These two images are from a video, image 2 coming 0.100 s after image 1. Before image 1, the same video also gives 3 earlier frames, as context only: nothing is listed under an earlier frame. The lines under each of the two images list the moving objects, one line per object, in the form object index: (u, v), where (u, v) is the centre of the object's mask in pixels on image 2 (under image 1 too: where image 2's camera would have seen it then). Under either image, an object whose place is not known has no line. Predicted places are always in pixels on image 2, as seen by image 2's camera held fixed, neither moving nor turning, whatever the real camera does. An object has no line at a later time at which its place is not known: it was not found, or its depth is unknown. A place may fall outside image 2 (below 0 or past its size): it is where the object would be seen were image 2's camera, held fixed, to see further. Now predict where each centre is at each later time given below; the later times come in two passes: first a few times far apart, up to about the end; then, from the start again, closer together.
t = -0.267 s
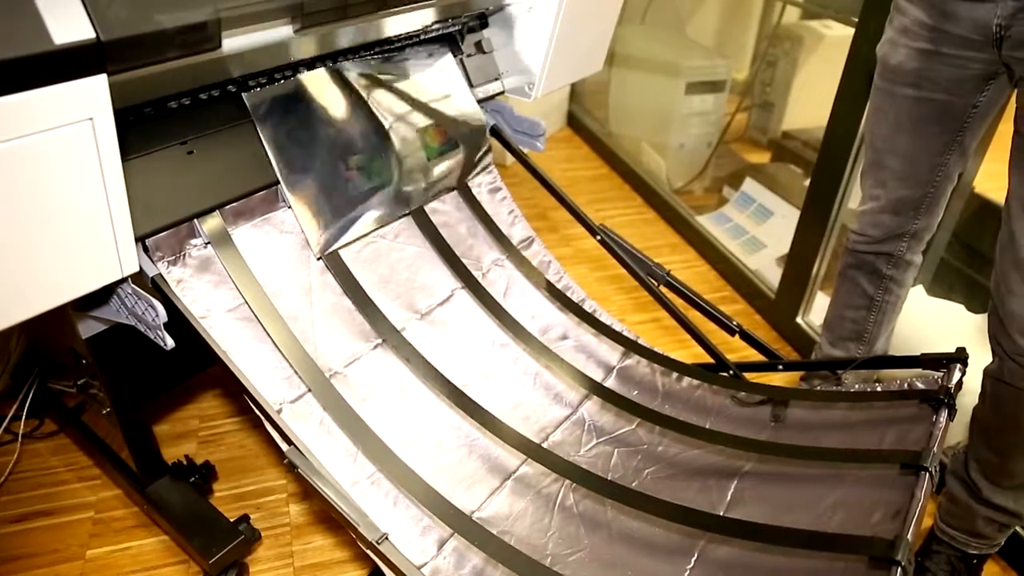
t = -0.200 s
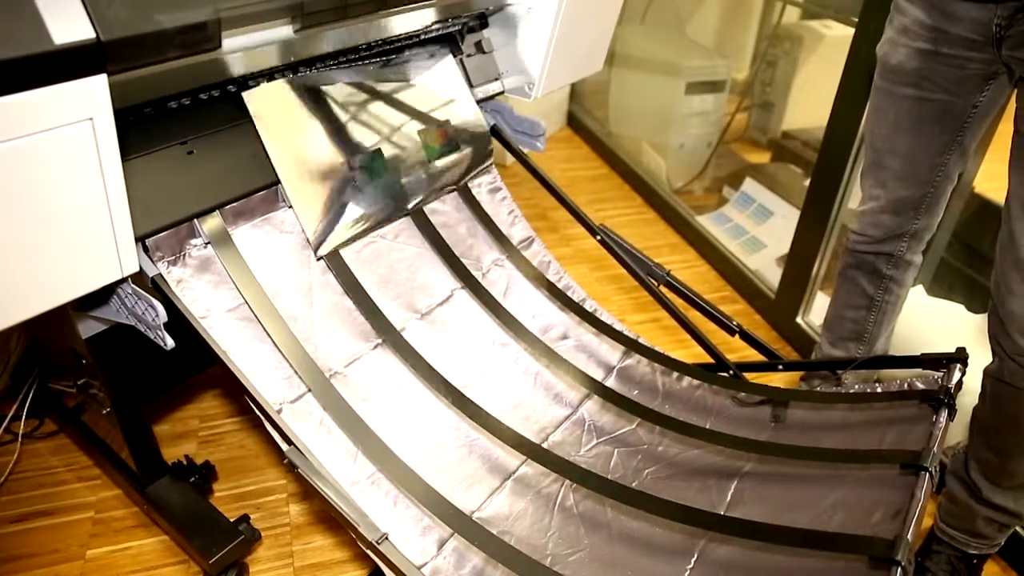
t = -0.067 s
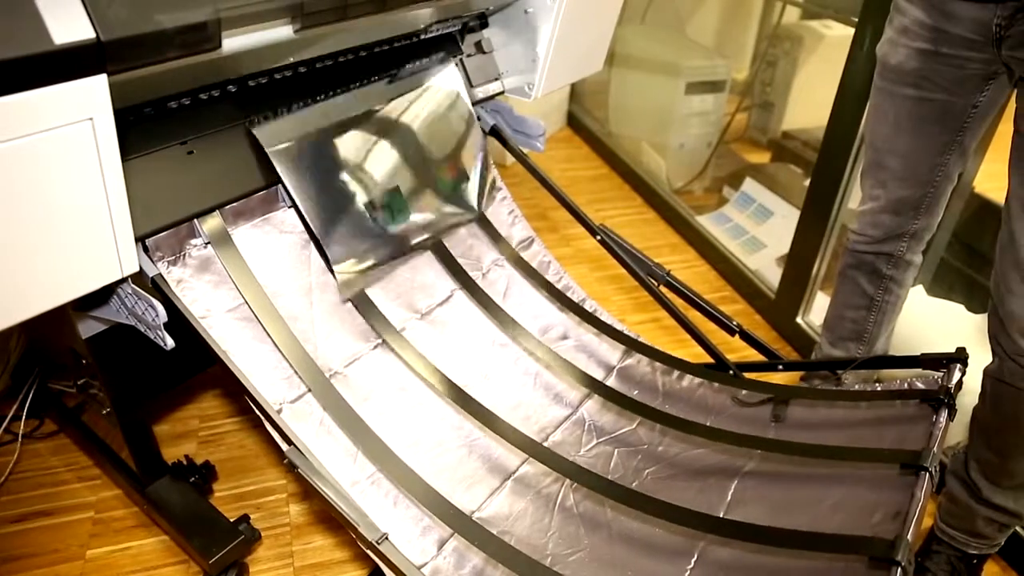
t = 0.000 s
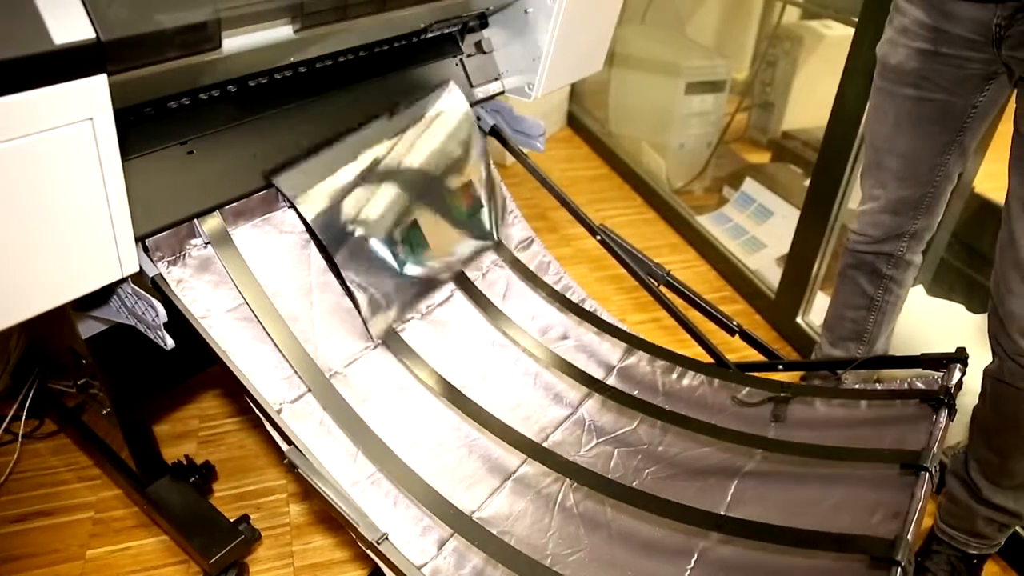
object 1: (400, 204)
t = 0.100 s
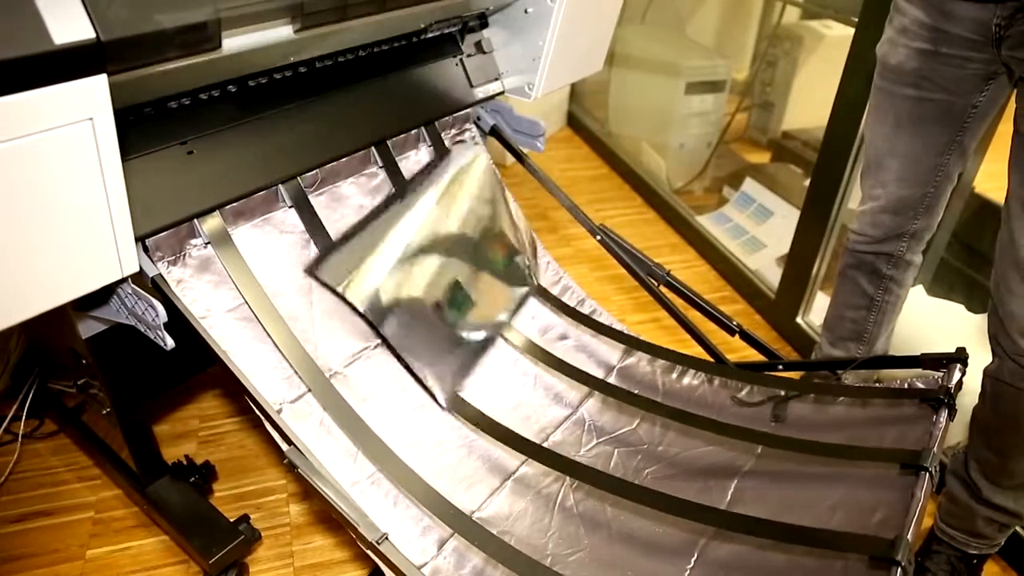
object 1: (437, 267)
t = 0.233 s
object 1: (508, 361)
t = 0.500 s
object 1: (682, 455)
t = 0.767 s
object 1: (708, 460)
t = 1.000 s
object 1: (708, 460)
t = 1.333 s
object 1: (706, 460)
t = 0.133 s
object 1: (453, 290)
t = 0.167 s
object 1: (469, 314)
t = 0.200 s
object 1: (488, 338)
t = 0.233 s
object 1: (508, 361)
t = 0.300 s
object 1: (555, 392)
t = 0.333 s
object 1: (579, 406)
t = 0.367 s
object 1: (602, 420)
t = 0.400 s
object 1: (626, 432)
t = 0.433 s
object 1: (647, 442)
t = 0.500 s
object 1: (682, 455)
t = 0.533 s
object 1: (695, 458)
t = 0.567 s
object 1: (705, 459)
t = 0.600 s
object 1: (710, 458)
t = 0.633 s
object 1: (711, 458)
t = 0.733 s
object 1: (709, 459)
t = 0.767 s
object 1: (708, 460)
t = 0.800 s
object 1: (708, 459)
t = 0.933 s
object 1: (709, 458)
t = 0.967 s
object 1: (708, 459)
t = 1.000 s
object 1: (708, 460)
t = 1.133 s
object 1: (707, 460)
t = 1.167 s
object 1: (707, 460)
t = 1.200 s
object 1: (707, 460)
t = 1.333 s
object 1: (706, 460)
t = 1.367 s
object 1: (706, 460)
